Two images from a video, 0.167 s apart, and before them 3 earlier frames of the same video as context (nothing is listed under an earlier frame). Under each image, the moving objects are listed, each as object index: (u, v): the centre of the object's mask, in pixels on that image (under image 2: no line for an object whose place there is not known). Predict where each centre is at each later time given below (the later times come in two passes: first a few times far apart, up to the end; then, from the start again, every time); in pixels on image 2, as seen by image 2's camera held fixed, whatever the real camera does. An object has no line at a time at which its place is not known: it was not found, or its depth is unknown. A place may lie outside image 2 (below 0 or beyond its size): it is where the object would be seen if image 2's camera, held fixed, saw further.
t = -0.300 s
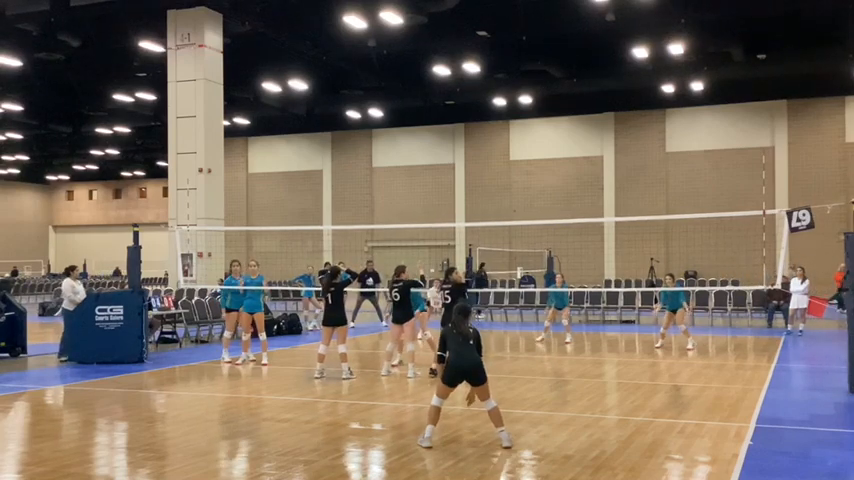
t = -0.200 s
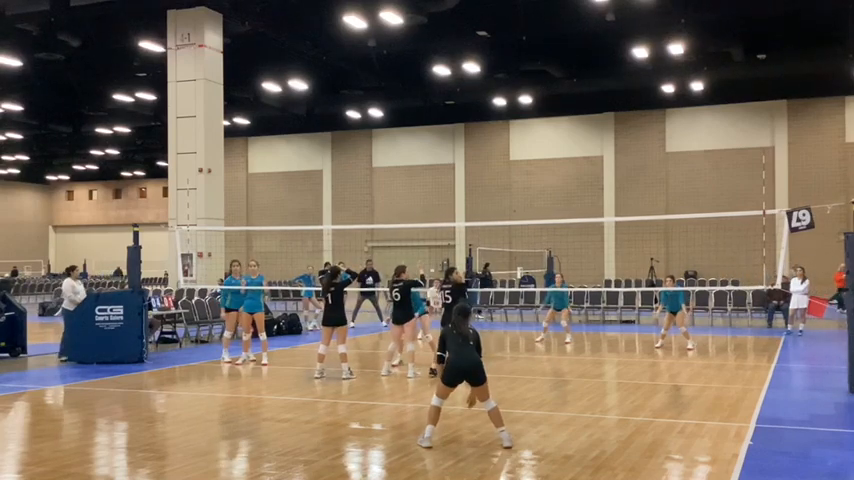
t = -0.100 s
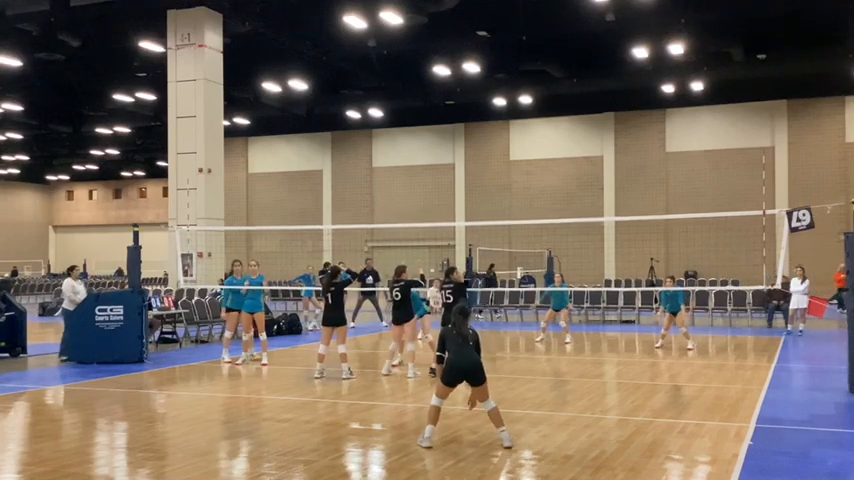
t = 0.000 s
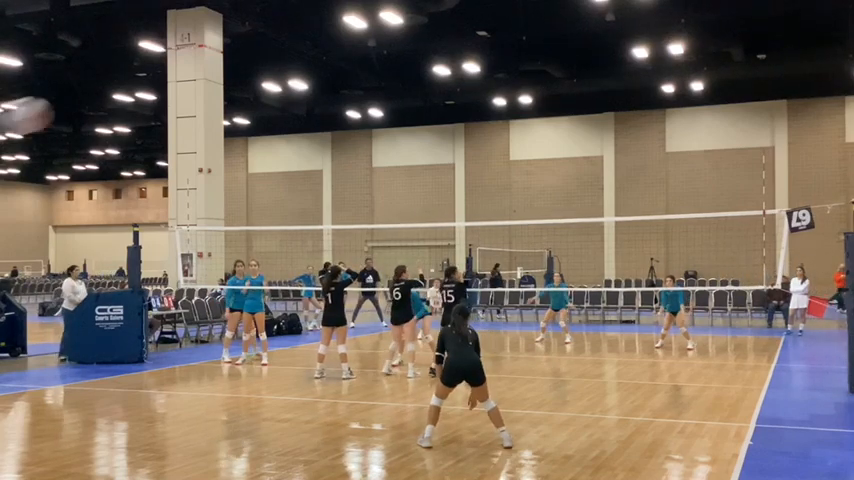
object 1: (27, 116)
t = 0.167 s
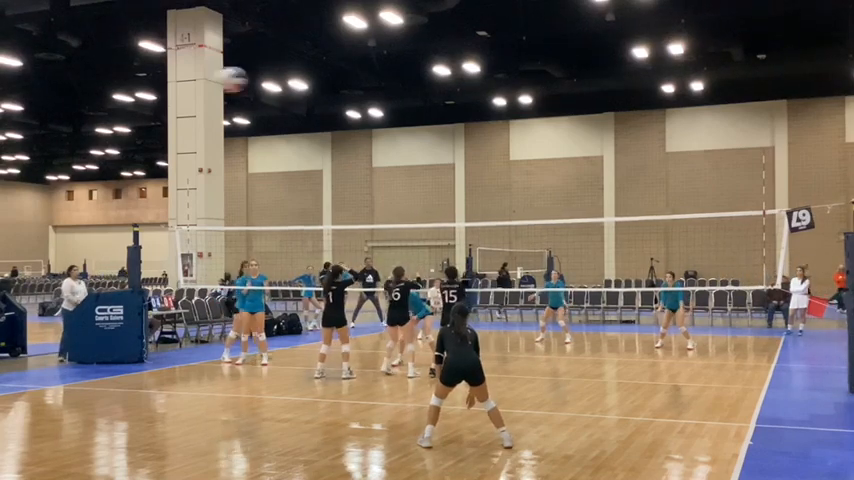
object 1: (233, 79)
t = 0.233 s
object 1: (281, 78)
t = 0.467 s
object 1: (400, 110)
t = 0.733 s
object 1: (472, 176)
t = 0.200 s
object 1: (256, 78)
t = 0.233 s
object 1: (281, 78)
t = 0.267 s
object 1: (303, 80)
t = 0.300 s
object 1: (324, 83)
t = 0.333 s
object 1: (341, 87)
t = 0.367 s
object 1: (358, 92)
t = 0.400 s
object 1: (373, 98)
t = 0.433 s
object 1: (387, 104)
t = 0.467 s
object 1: (400, 110)
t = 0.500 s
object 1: (412, 117)
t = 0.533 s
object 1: (422, 124)
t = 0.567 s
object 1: (432, 132)
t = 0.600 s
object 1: (442, 141)
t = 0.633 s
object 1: (450, 149)
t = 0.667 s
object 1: (458, 158)
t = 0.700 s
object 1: (465, 167)
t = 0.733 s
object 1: (472, 176)
